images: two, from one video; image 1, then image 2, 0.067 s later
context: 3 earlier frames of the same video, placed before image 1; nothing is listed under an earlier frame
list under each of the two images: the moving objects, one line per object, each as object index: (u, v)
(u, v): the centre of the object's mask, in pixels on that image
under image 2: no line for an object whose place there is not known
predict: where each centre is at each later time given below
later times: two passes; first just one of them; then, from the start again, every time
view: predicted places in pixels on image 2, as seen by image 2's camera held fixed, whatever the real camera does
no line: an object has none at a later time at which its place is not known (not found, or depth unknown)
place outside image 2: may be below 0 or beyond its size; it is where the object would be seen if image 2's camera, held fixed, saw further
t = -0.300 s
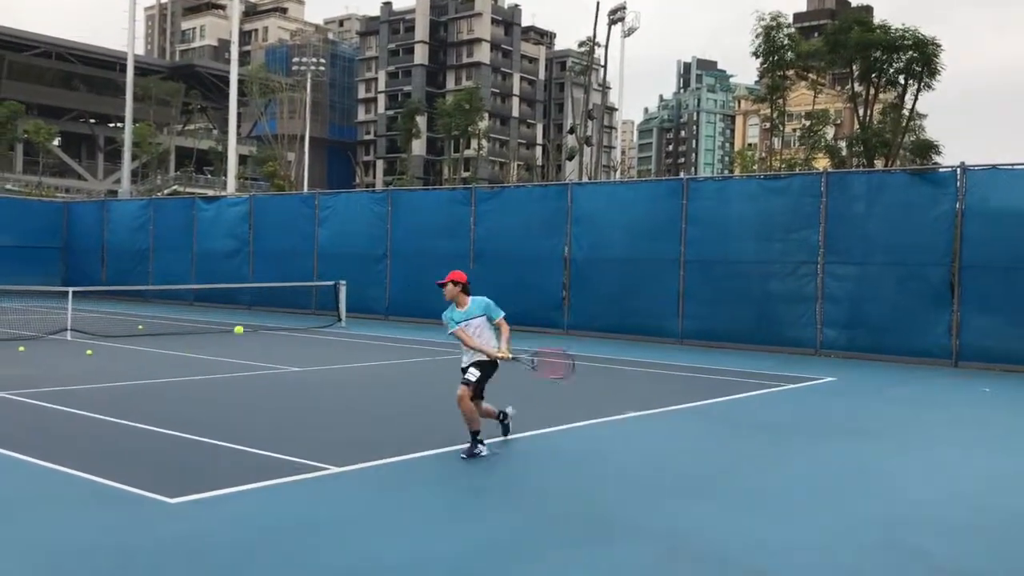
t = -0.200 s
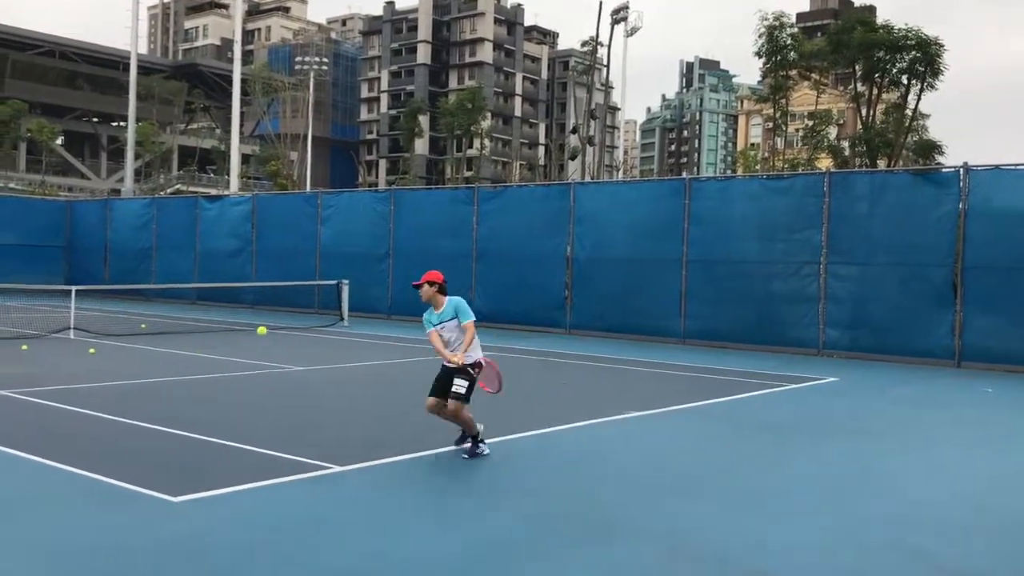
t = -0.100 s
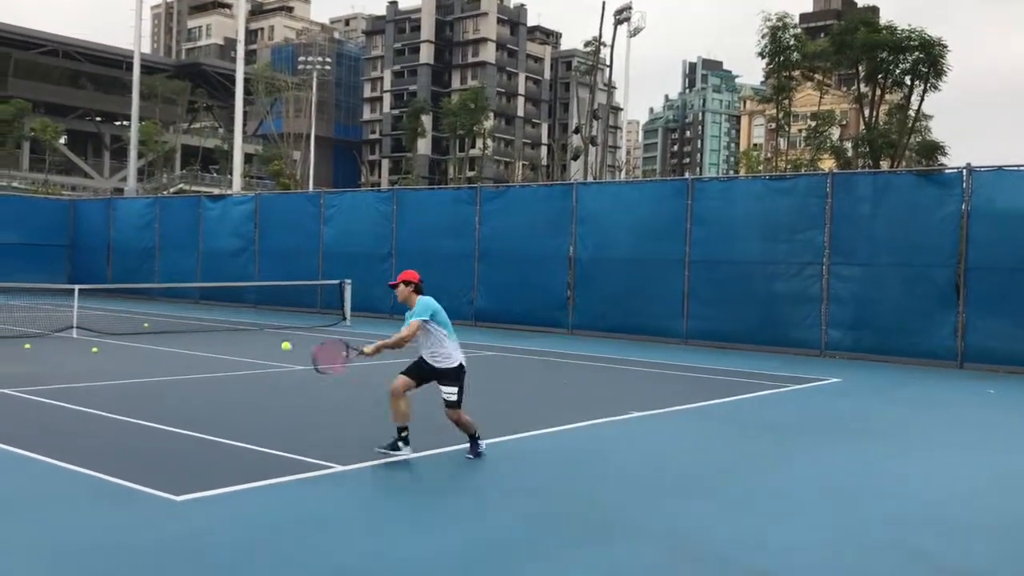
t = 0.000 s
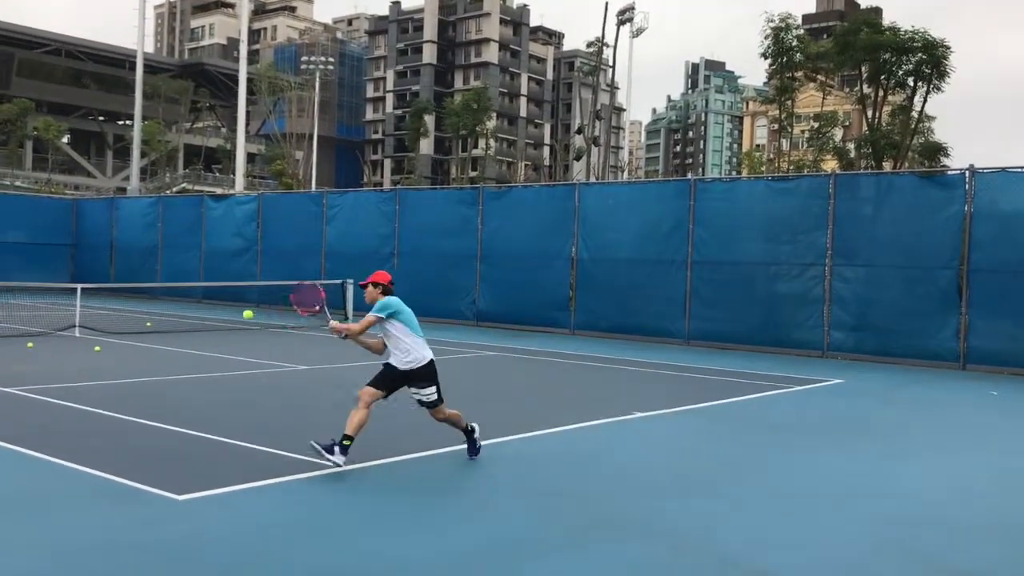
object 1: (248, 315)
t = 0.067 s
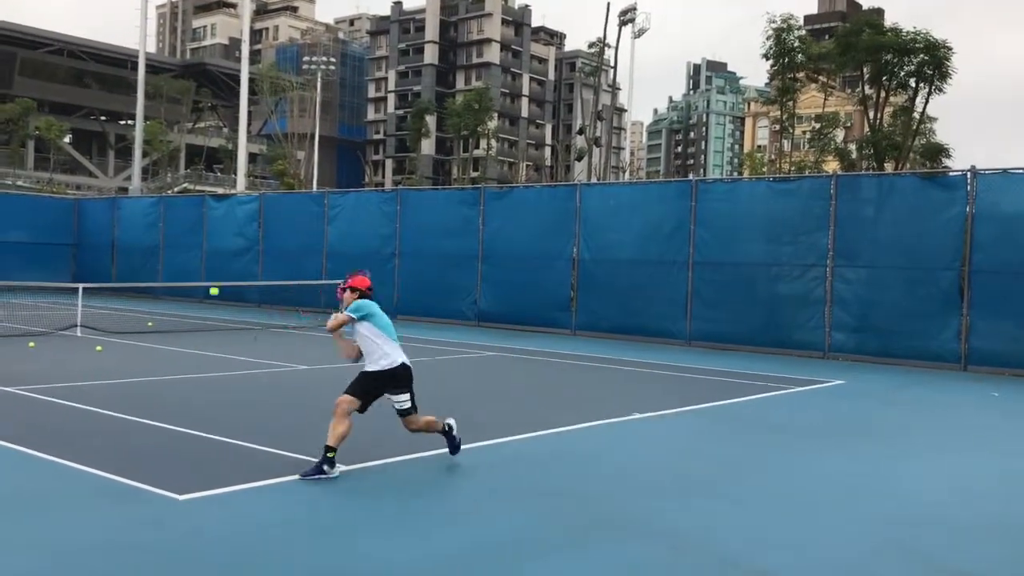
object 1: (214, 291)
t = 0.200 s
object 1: (159, 269)
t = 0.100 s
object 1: (198, 283)
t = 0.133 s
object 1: (184, 276)
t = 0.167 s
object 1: (170, 272)
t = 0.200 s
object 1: (159, 269)
